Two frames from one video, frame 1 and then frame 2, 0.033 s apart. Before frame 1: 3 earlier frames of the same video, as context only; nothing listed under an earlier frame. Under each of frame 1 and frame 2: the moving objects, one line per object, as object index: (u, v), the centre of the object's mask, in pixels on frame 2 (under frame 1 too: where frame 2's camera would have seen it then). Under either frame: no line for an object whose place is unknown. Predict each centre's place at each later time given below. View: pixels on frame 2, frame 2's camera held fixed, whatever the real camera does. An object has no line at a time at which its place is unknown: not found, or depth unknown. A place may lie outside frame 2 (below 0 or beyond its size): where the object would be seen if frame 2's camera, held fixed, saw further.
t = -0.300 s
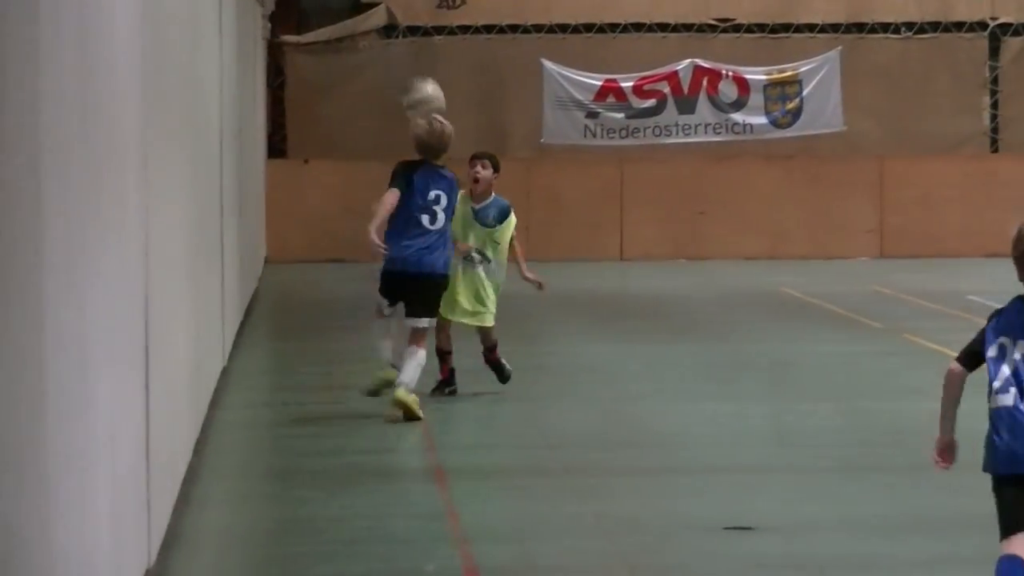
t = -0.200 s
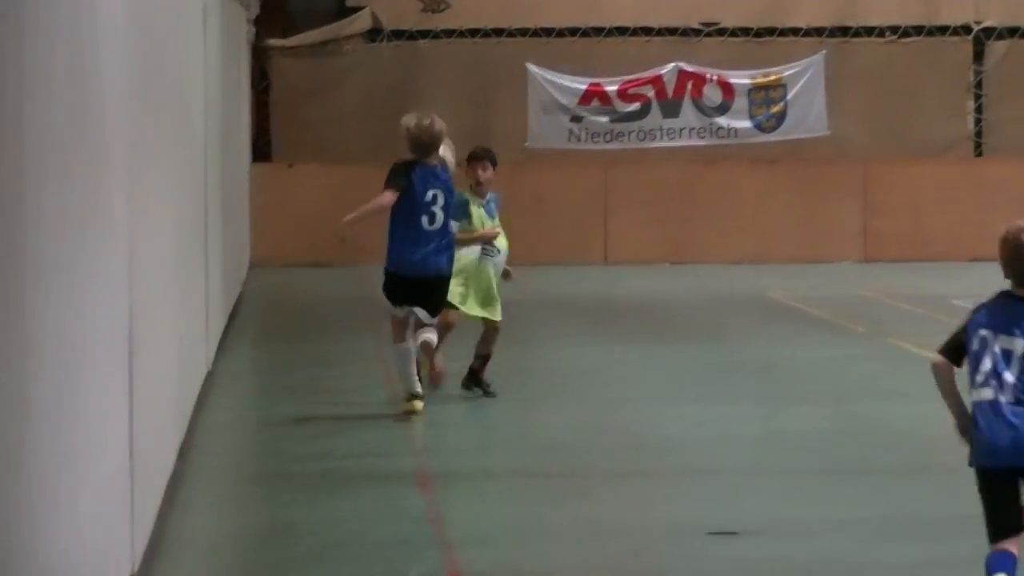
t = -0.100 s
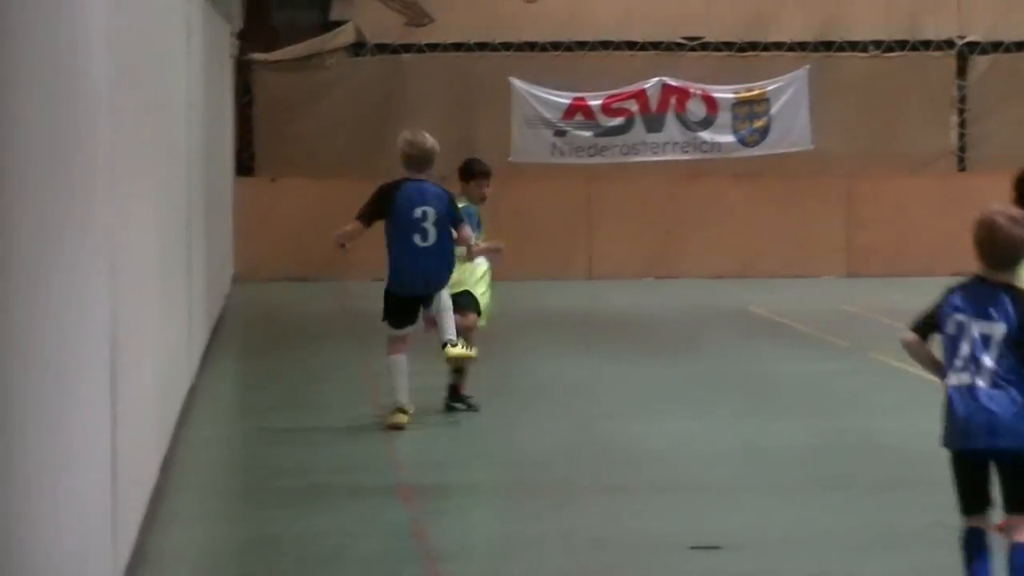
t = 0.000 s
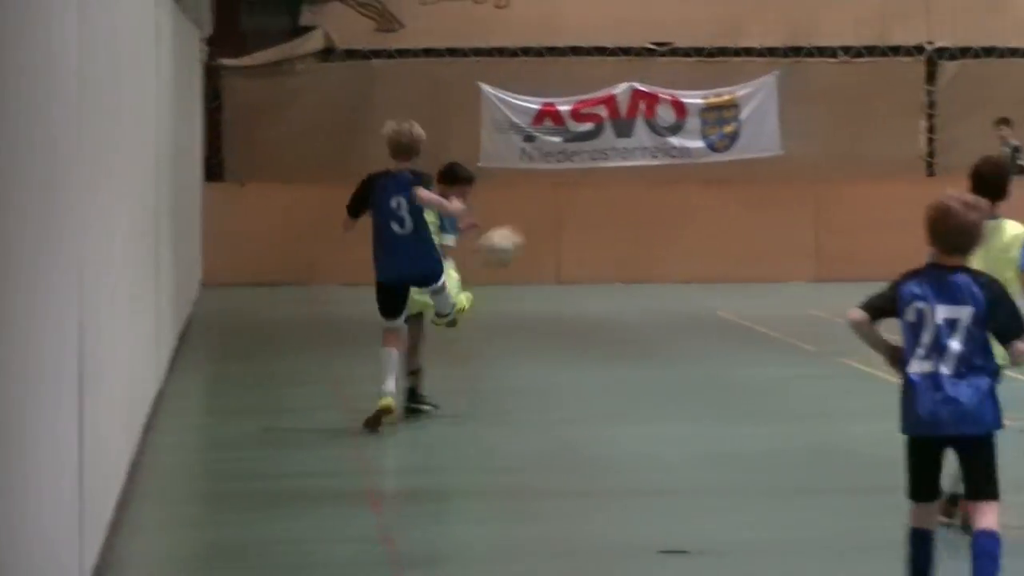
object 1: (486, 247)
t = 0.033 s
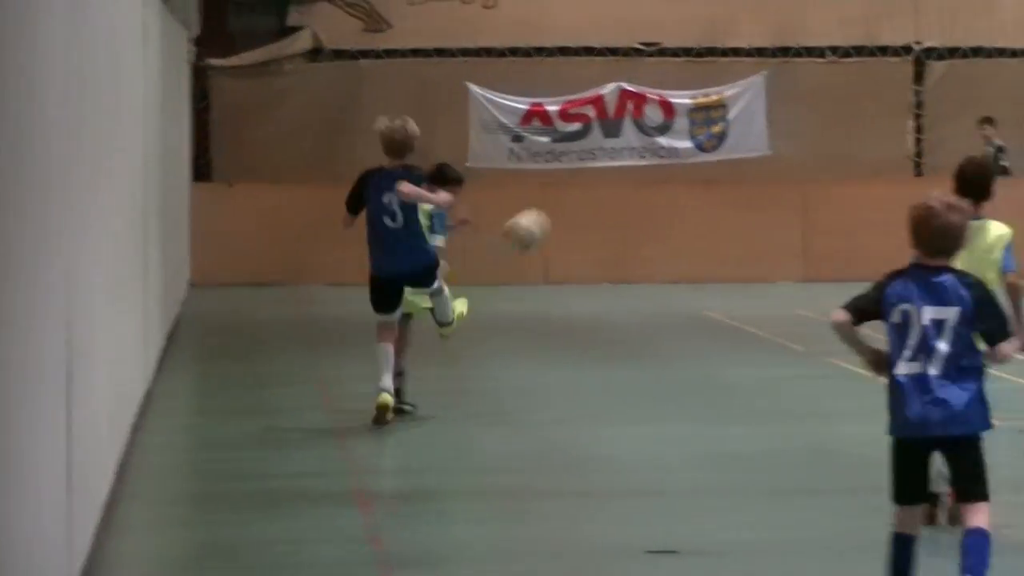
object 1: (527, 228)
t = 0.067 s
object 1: (567, 215)
